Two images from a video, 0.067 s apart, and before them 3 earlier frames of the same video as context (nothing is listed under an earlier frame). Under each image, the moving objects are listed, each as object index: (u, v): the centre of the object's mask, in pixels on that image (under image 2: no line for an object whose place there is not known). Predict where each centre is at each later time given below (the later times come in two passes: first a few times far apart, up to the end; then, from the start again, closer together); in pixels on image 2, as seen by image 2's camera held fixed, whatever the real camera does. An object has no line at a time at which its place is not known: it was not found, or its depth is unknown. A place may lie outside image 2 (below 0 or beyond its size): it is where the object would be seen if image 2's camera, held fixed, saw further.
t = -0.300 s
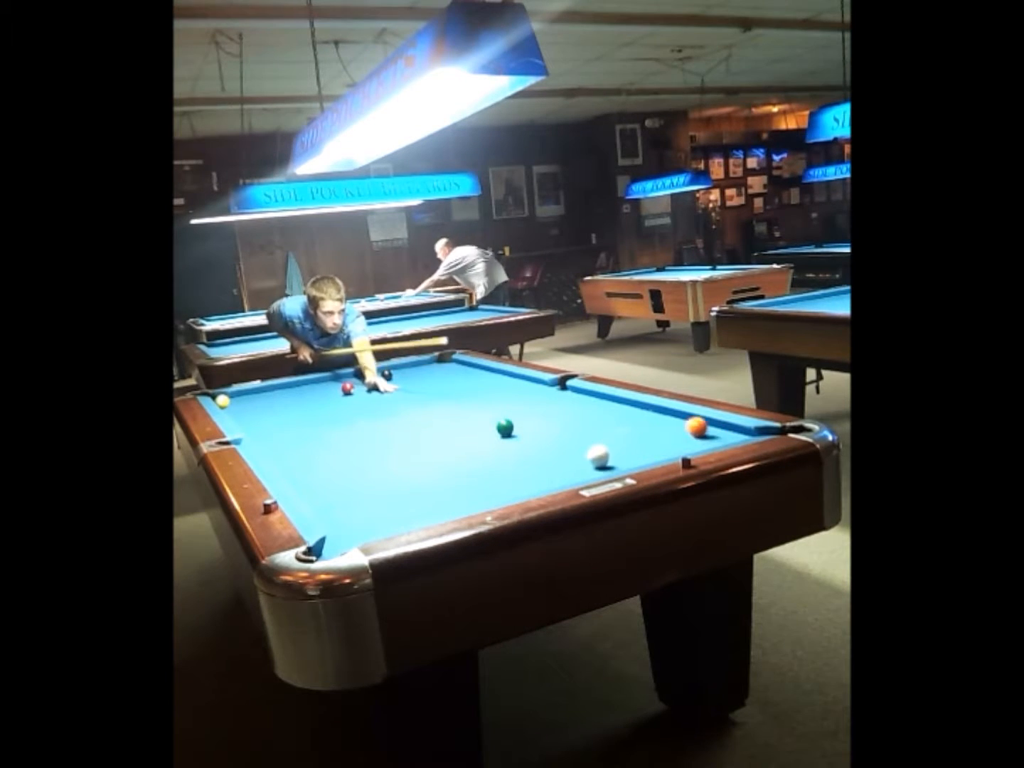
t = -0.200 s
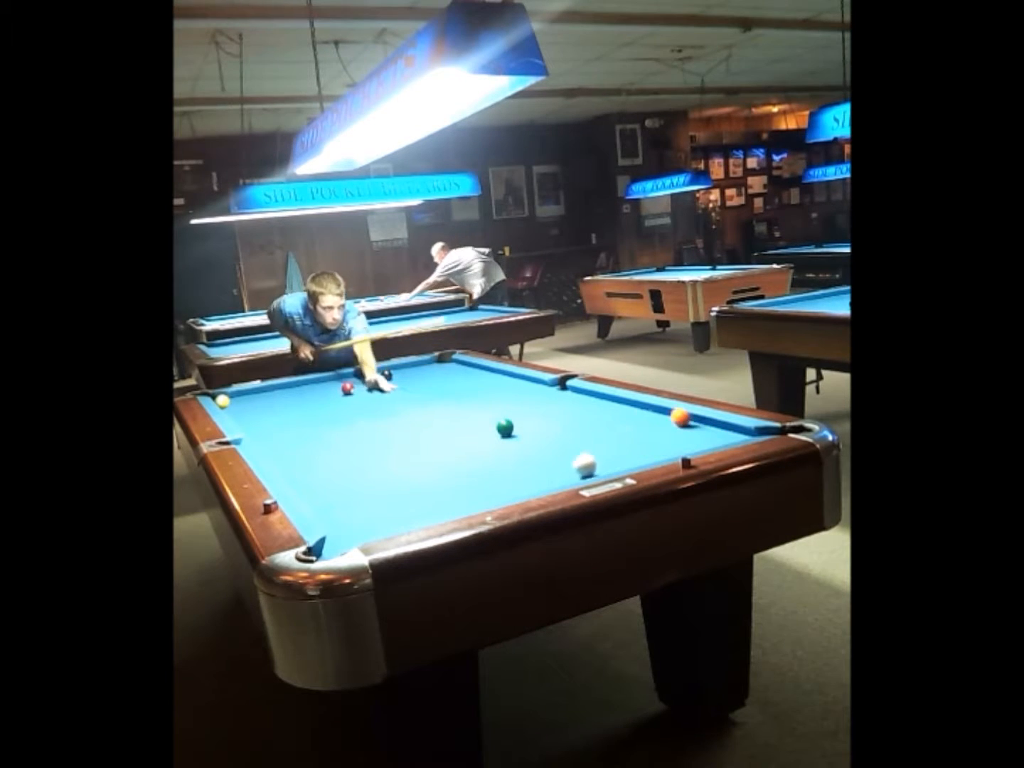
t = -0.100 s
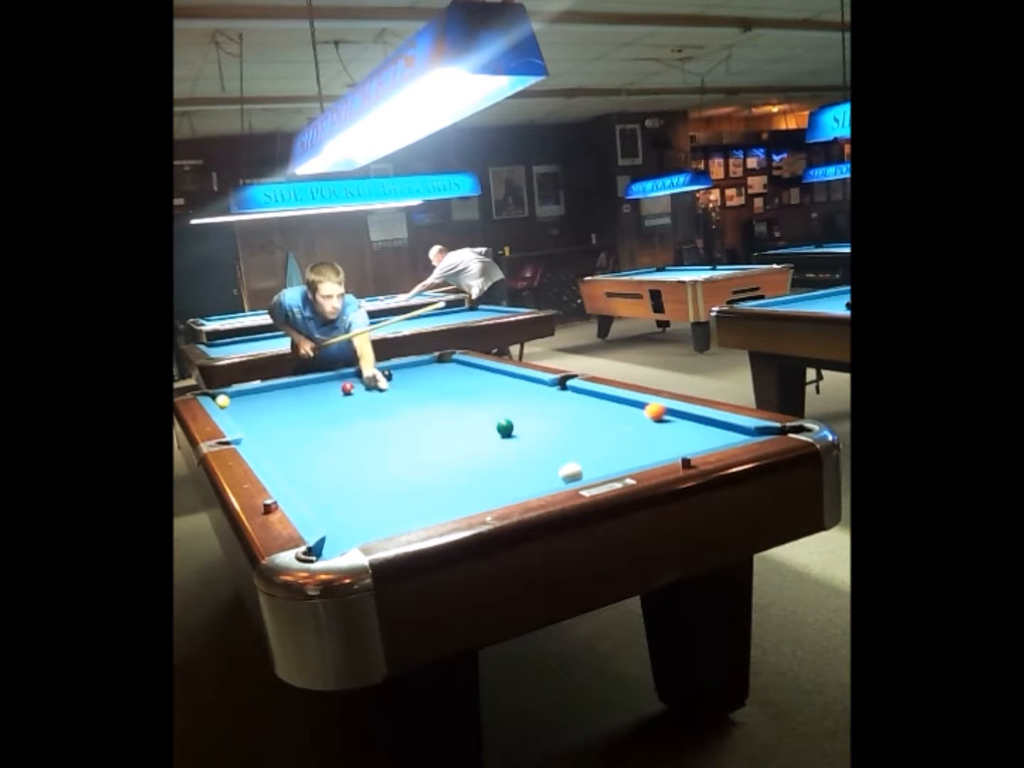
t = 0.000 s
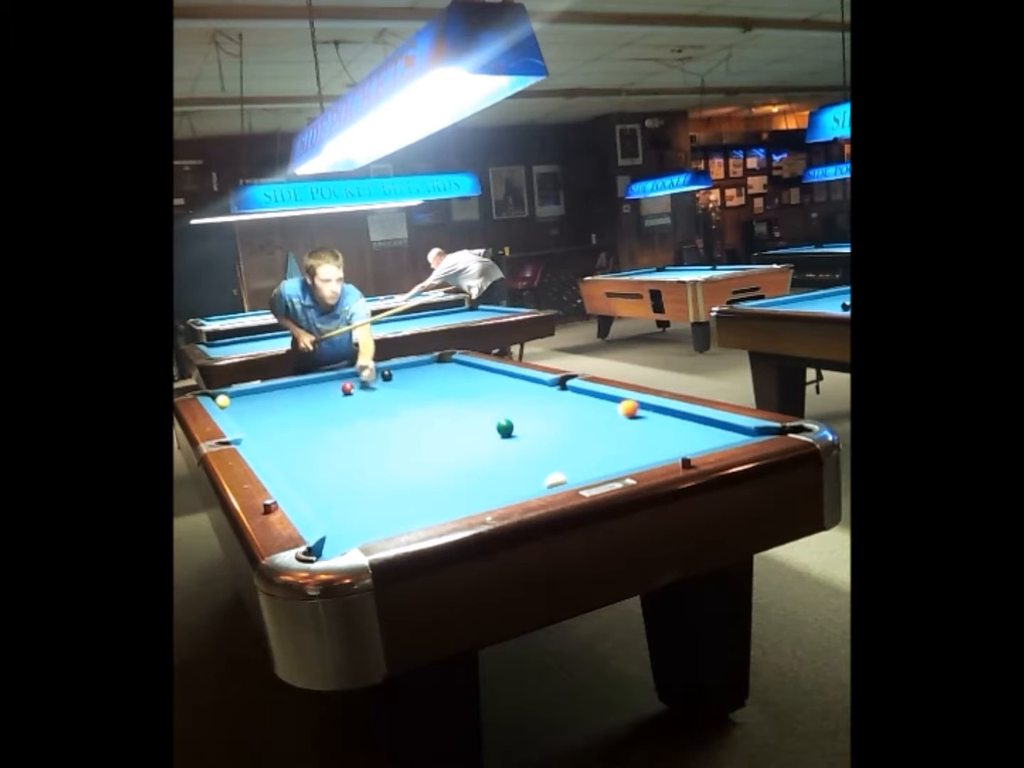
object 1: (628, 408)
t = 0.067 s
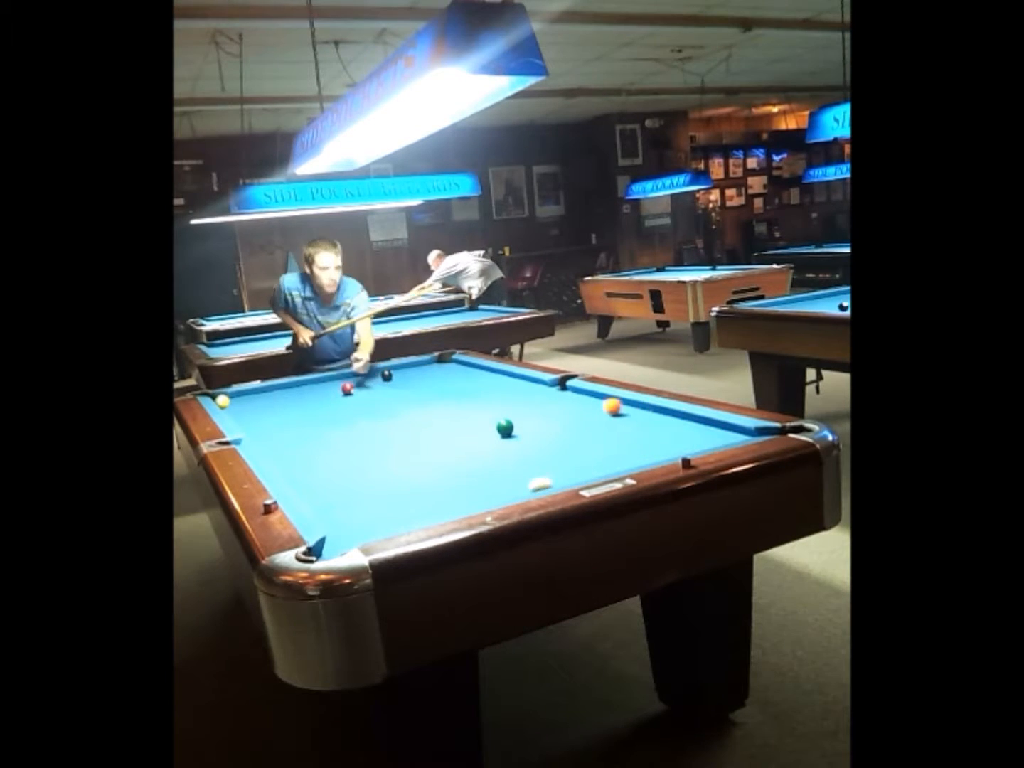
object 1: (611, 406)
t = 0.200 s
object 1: (581, 402)
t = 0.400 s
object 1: (540, 397)
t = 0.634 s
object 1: (498, 392)
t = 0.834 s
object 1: (467, 388)
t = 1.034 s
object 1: (439, 385)
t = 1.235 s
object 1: (414, 382)
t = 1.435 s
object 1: (392, 379)
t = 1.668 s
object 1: (365, 376)
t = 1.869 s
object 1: (342, 375)
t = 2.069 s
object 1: (330, 380)
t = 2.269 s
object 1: (318, 385)
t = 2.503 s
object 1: (303, 392)
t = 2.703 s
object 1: (290, 398)
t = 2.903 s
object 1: (276, 404)
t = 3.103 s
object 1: (261, 410)
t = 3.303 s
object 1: (246, 417)
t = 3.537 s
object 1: (247, 421)
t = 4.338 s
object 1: (302, 420)
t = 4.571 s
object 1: (315, 421)
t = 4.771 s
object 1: (327, 421)
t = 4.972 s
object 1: (337, 420)
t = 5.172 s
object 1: (346, 420)
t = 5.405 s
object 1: (357, 420)
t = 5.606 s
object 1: (365, 420)
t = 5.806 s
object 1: (371, 420)
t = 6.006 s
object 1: (378, 420)
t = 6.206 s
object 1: (383, 420)
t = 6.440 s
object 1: (389, 420)
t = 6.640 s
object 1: (392, 420)
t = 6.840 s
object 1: (395, 420)
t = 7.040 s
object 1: (398, 420)
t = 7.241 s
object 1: (398, 420)
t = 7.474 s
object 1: (398, 420)
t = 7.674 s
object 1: (398, 419)
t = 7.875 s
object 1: (398, 419)
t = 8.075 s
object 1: (398, 420)
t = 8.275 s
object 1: (398, 420)
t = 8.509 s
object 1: (398, 420)
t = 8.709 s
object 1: (398, 420)
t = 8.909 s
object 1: (398, 420)
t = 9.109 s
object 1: (398, 420)
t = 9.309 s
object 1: (398, 419)
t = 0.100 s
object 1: (603, 405)
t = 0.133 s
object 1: (596, 404)
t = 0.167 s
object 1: (588, 403)
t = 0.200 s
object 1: (581, 402)
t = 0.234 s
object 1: (574, 401)
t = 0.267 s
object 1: (567, 400)
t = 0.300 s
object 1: (560, 400)
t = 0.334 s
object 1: (553, 399)
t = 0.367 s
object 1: (546, 398)
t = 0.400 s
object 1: (540, 397)
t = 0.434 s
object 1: (533, 396)
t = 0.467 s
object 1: (527, 395)
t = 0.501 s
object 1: (522, 395)
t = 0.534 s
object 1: (515, 394)
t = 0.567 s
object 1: (509, 393)
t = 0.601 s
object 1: (504, 393)
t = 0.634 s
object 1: (498, 392)
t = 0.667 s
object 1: (493, 391)
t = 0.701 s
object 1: (487, 391)
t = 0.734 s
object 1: (482, 390)
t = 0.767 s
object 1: (477, 390)
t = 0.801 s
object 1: (472, 389)
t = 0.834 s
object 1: (467, 388)
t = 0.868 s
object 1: (462, 388)
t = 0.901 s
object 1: (457, 387)
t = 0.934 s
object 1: (453, 386)
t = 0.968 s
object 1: (448, 386)
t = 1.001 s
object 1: (443, 385)
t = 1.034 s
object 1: (439, 385)
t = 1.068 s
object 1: (435, 384)
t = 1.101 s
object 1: (430, 384)
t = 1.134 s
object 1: (426, 383)
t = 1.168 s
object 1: (422, 382)
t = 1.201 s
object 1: (418, 382)
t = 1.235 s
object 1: (414, 382)
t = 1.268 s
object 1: (411, 381)
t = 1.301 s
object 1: (407, 381)
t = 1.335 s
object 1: (403, 380)
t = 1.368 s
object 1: (399, 380)
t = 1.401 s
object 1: (395, 379)
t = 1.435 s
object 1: (392, 379)
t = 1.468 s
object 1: (388, 378)
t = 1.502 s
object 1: (385, 378)
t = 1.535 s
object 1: (382, 377)
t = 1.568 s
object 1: (378, 377)
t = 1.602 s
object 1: (374, 377)
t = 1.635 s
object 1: (370, 377)
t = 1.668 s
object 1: (365, 376)
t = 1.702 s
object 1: (362, 376)
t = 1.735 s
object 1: (358, 376)
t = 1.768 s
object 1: (354, 376)
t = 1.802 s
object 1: (350, 376)
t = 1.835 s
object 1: (346, 375)
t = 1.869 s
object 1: (342, 375)
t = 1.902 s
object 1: (340, 375)
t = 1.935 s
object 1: (337, 376)
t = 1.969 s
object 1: (336, 376)
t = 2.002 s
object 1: (333, 377)
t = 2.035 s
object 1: (331, 378)
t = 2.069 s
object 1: (330, 380)
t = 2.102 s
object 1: (328, 380)
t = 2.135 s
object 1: (326, 381)
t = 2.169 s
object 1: (324, 382)
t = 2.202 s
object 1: (322, 383)
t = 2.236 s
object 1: (320, 384)
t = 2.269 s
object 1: (318, 385)
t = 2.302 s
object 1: (316, 386)
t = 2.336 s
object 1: (314, 387)
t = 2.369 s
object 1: (312, 387)
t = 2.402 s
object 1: (310, 389)
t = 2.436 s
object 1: (307, 390)
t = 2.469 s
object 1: (305, 391)
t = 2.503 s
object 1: (303, 392)
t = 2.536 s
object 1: (301, 393)
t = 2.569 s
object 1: (299, 394)
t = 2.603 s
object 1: (297, 395)
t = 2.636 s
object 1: (294, 396)
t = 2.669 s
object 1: (292, 397)
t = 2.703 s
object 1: (290, 398)
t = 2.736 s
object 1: (287, 399)
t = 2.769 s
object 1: (285, 400)
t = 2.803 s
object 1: (283, 401)
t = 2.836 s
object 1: (281, 402)
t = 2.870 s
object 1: (278, 403)
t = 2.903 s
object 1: (276, 404)
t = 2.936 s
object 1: (273, 405)
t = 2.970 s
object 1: (271, 406)
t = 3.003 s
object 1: (269, 407)
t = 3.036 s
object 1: (266, 408)
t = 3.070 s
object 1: (264, 409)
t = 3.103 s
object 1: (261, 410)
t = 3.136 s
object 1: (259, 412)
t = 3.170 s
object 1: (256, 413)
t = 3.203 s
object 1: (254, 414)
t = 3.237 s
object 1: (251, 415)
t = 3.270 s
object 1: (249, 416)
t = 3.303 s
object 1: (246, 417)
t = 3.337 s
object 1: (244, 418)
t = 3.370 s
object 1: (241, 420)
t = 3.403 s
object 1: (239, 420)
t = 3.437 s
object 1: (240, 420)
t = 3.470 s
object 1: (242, 421)
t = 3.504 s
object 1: (245, 421)
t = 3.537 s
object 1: (247, 421)
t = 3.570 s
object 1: (249, 421)
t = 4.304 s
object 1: (298, 421)
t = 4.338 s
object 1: (302, 420)
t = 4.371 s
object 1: (303, 420)
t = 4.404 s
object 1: (305, 421)
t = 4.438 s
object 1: (307, 420)
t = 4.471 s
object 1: (309, 420)
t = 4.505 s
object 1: (311, 420)
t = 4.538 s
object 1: (314, 420)
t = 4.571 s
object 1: (315, 421)
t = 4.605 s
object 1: (317, 421)
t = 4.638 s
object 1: (319, 421)
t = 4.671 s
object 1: (321, 421)
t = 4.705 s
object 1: (323, 421)
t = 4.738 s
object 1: (325, 421)
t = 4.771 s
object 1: (327, 421)
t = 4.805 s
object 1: (328, 421)
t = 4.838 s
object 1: (330, 421)
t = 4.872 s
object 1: (332, 421)
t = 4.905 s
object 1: (334, 420)
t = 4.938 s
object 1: (335, 420)
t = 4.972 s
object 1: (337, 420)
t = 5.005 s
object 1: (339, 420)
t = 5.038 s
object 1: (340, 420)
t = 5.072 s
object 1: (342, 420)
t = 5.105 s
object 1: (343, 420)
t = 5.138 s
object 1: (345, 420)
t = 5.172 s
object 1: (346, 420)
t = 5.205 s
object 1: (348, 420)
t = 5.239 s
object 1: (349, 420)
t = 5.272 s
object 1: (351, 420)
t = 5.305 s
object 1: (352, 420)
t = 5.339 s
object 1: (354, 420)
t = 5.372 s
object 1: (355, 420)
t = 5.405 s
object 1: (357, 420)
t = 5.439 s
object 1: (358, 420)
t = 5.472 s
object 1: (359, 420)
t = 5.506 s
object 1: (361, 421)
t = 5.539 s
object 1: (362, 421)
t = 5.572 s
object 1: (363, 421)
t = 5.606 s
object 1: (365, 420)
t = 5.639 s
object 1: (366, 420)
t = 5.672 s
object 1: (367, 420)
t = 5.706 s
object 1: (368, 420)
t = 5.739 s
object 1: (369, 420)
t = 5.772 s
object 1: (370, 420)
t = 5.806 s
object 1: (371, 420)
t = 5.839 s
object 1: (373, 420)
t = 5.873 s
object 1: (374, 420)
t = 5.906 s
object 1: (375, 421)
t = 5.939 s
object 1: (376, 421)
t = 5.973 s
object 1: (377, 420)
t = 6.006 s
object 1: (378, 420)
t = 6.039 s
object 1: (379, 420)
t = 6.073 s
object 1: (380, 420)
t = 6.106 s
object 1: (381, 420)
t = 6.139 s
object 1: (382, 420)
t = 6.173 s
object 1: (383, 420)
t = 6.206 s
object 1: (383, 420)
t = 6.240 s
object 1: (384, 420)
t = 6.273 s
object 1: (385, 420)
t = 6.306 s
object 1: (386, 420)
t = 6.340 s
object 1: (387, 420)
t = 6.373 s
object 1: (387, 420)
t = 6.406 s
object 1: (388, 420)
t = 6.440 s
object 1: (389, 420)
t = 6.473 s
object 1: (389, 420)
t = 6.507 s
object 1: (390, 420)
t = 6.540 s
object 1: (390, 420)
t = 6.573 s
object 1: (391, 420)
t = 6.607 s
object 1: (392, 420)
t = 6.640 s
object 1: (392, 420)
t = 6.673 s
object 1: (393, 420)
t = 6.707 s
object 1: (394, 420)
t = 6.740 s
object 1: (394, 420)
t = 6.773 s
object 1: (394, 420)
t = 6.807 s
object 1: (395, 420)
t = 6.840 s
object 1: (395, 420)
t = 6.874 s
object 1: (396, 420)
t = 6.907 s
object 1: (396, 420)
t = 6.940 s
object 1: (397, 420)
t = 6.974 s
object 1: (397, 420)
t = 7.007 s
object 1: (397, 420)
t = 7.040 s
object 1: (398, 420)
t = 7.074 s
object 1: (398, 420)
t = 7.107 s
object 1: (398, 420)
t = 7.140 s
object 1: (398, 420)
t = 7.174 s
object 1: (398, 420)
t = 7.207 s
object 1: (398, 420)
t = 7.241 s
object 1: (398, 420)
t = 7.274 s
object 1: (398, 420)
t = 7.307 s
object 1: (398, 420)
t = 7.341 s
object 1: (398, 420)
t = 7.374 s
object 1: (398, 420)
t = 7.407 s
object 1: (398, 420)
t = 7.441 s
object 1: (398, 420)
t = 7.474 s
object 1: (398, 420)
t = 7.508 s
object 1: (399, 420)
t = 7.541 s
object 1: (398, 420)
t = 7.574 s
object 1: (398, 420)
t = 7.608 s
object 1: (398, 420)
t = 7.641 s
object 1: (398, 420)
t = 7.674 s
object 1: (398, 419)
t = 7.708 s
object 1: (398, 419)
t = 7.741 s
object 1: (398, 420)
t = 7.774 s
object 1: (398, 420)
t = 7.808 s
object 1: (398, 420)
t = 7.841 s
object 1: (398, 419)
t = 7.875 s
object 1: (398, 419)
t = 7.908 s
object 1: (398, 420)
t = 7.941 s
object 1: (398, 420)
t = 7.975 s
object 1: (398, 420)
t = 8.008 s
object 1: (398, 420)
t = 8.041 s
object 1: (398, 420)
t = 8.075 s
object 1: (398, 420)
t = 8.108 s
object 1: (398, 420)
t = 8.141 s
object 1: (398, 420)
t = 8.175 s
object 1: (398, 420)
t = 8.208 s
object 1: (398, 420)
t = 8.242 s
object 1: (398, 420)
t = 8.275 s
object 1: (398, 420)
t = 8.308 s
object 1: (398, 420)
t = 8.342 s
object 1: (398, 420)
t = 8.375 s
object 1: (398, 420)
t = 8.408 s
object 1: (398, 420)
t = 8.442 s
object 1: (398, 420)
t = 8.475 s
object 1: (398, 420)
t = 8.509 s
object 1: (398, 420)
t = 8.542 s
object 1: (398, 420)
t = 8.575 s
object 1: (398, 420)
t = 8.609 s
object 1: (398, 420)
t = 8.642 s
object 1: (398, 420)
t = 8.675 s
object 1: (398, 420)
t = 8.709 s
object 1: (398, 420)
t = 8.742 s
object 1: (398, 420)
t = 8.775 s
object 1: (398, 420)
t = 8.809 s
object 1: (398, 420)
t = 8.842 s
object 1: (398, 420)
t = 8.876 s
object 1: (398, 420)
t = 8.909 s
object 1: (398, 420)
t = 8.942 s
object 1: (398, 420)
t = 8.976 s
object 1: (398, 420)
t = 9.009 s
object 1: (398, 420)
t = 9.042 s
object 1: (398, 420)
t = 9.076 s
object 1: (398, 420)
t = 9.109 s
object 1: (398, 420)
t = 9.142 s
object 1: (398, 420)
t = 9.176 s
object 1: (398, 419)
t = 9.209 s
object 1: (398, 419)
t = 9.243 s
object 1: (398, 419)
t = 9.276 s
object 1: (398, 419)
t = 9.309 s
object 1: (398, 419)
